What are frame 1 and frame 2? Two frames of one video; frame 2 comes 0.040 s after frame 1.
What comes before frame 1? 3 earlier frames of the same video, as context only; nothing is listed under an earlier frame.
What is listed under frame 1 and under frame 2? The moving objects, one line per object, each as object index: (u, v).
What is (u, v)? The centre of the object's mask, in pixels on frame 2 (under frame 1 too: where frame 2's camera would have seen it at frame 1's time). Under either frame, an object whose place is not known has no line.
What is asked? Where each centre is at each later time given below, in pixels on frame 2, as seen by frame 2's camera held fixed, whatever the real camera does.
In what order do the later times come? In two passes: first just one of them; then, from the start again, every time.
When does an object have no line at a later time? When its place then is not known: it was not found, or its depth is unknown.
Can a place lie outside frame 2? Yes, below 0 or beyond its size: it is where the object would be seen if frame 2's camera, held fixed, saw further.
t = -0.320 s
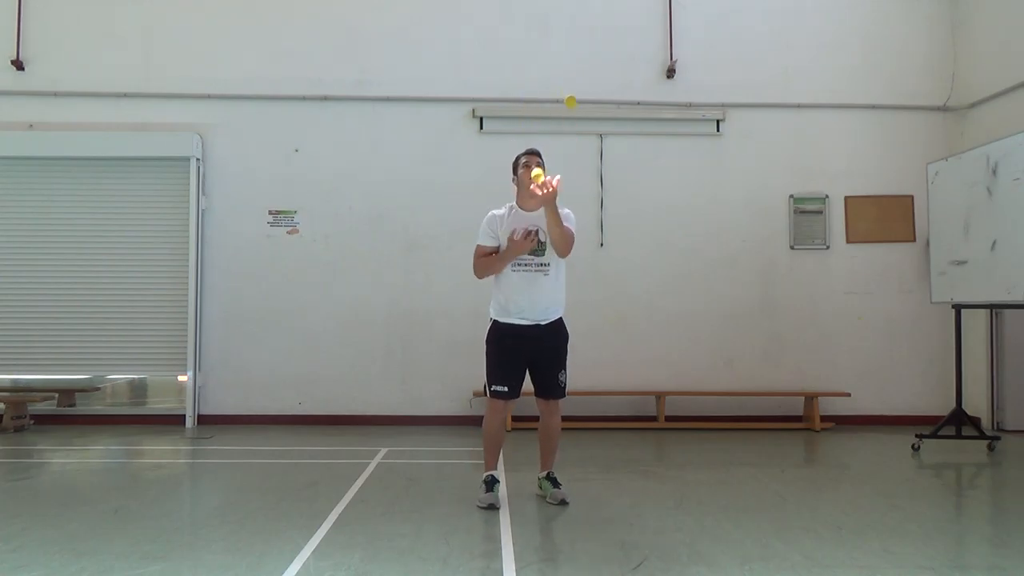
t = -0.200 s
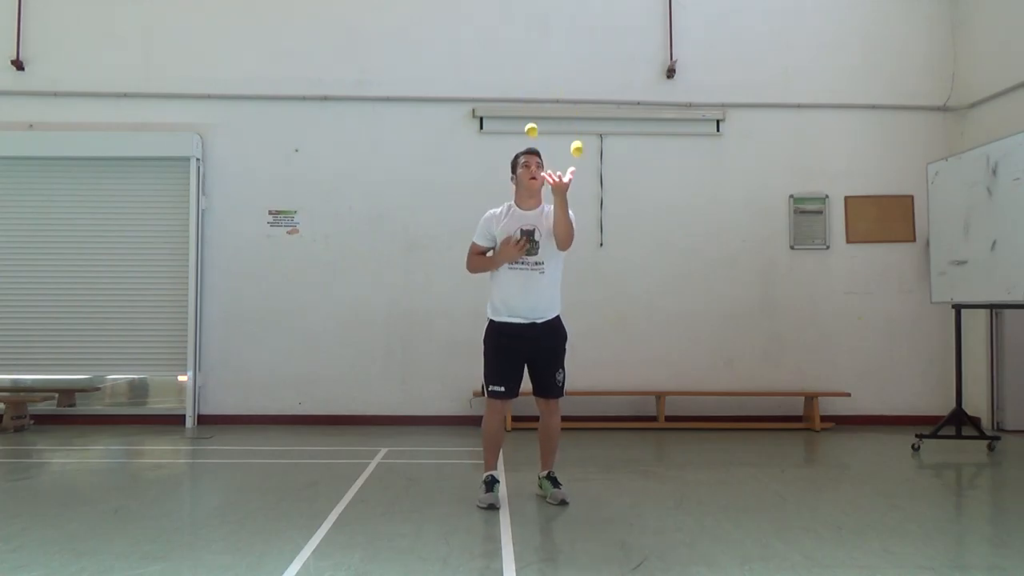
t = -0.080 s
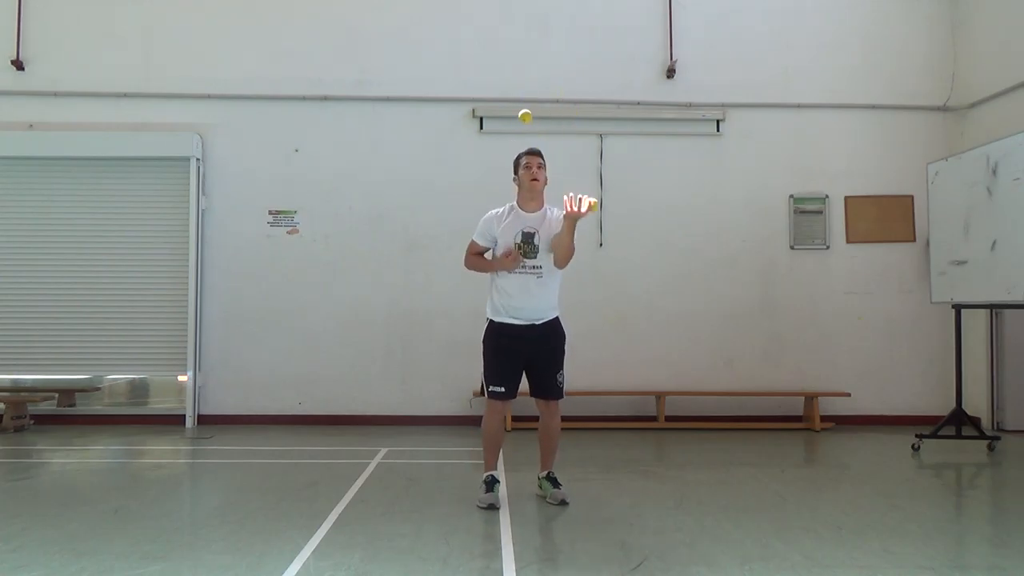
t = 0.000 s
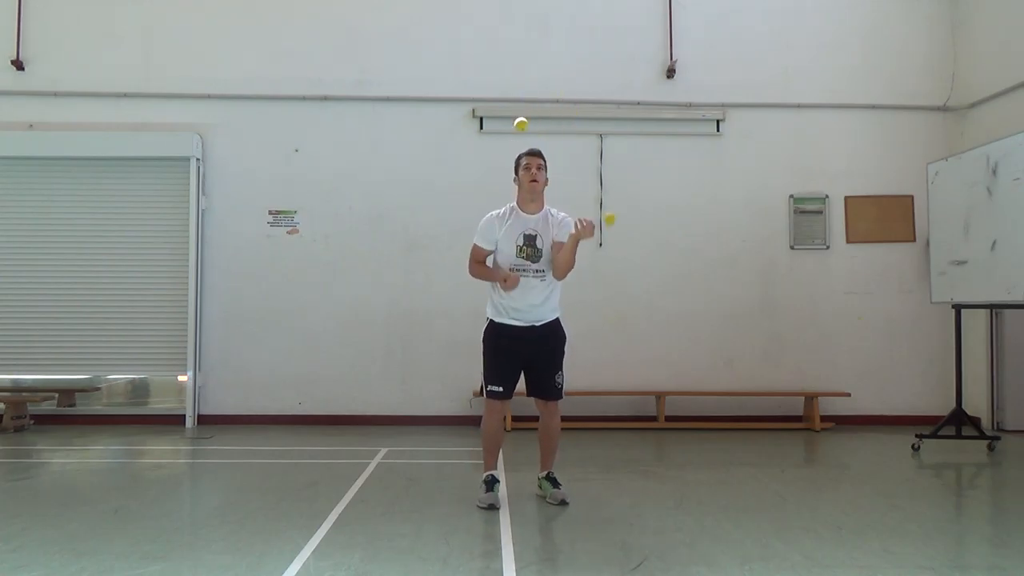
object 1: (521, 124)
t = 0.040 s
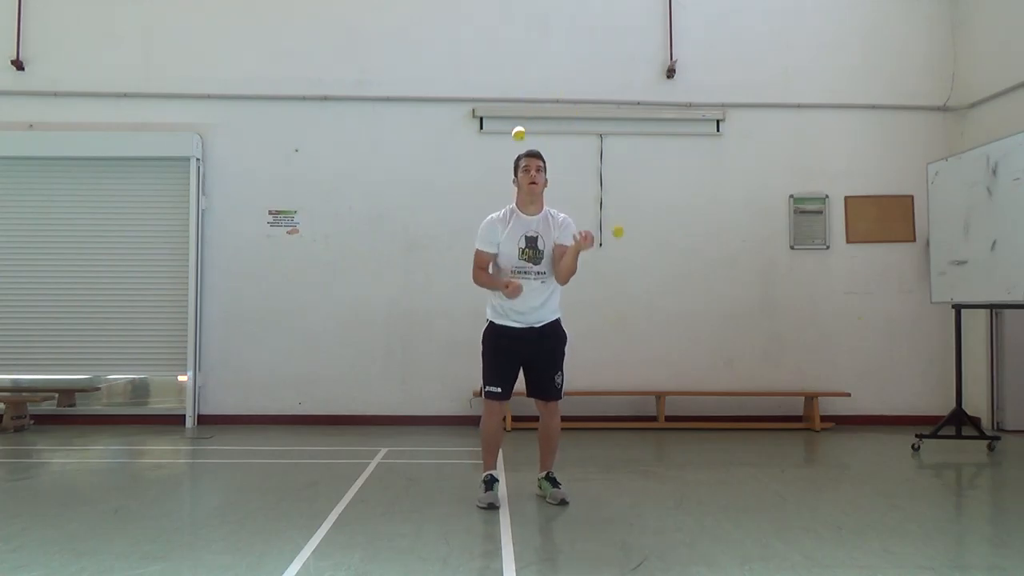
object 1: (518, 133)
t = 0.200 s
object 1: (510, 210)
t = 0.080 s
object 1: (516, 147)
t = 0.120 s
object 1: (514, 163)
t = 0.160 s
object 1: (512, 185)
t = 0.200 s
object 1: (510, 210)
